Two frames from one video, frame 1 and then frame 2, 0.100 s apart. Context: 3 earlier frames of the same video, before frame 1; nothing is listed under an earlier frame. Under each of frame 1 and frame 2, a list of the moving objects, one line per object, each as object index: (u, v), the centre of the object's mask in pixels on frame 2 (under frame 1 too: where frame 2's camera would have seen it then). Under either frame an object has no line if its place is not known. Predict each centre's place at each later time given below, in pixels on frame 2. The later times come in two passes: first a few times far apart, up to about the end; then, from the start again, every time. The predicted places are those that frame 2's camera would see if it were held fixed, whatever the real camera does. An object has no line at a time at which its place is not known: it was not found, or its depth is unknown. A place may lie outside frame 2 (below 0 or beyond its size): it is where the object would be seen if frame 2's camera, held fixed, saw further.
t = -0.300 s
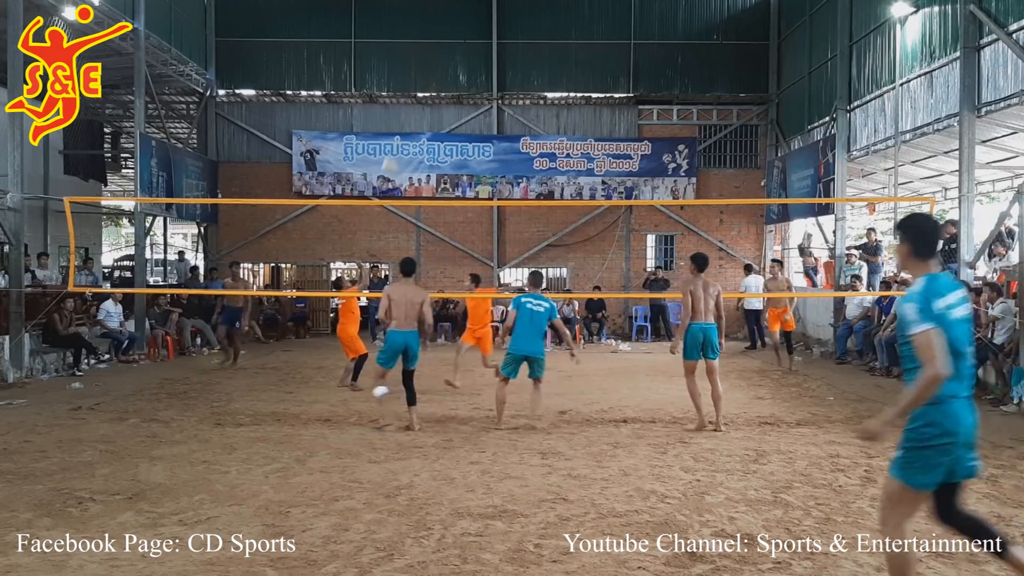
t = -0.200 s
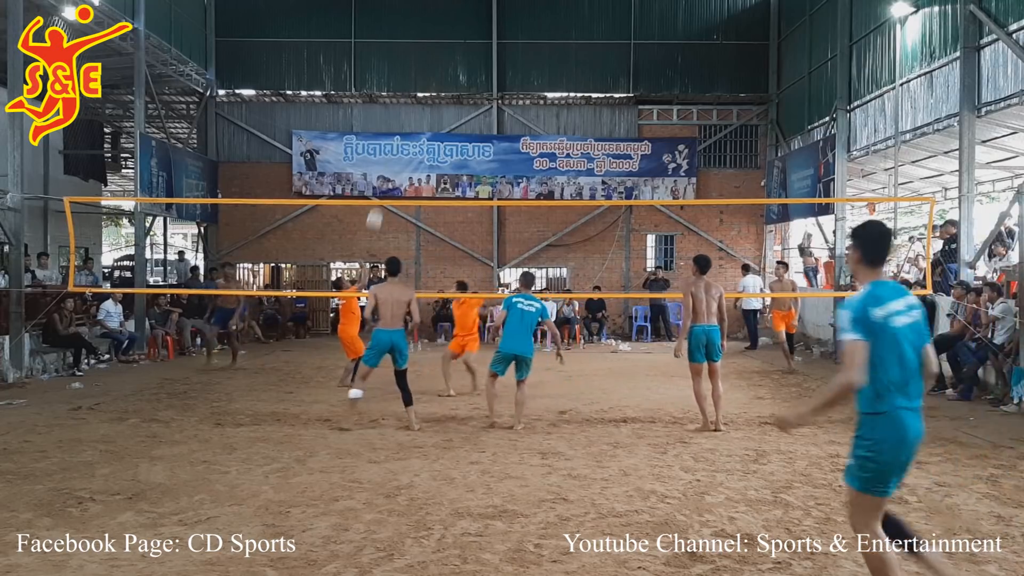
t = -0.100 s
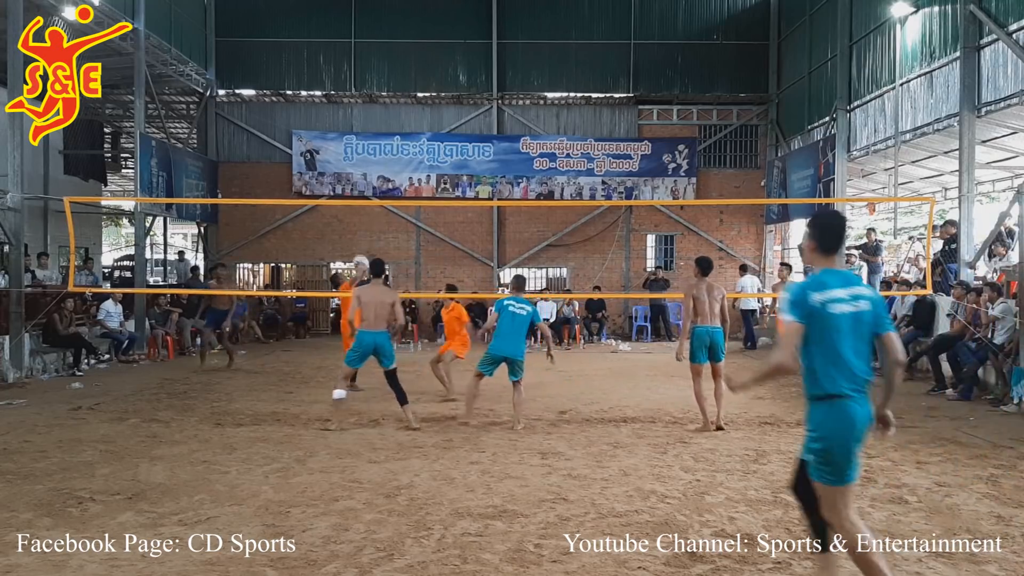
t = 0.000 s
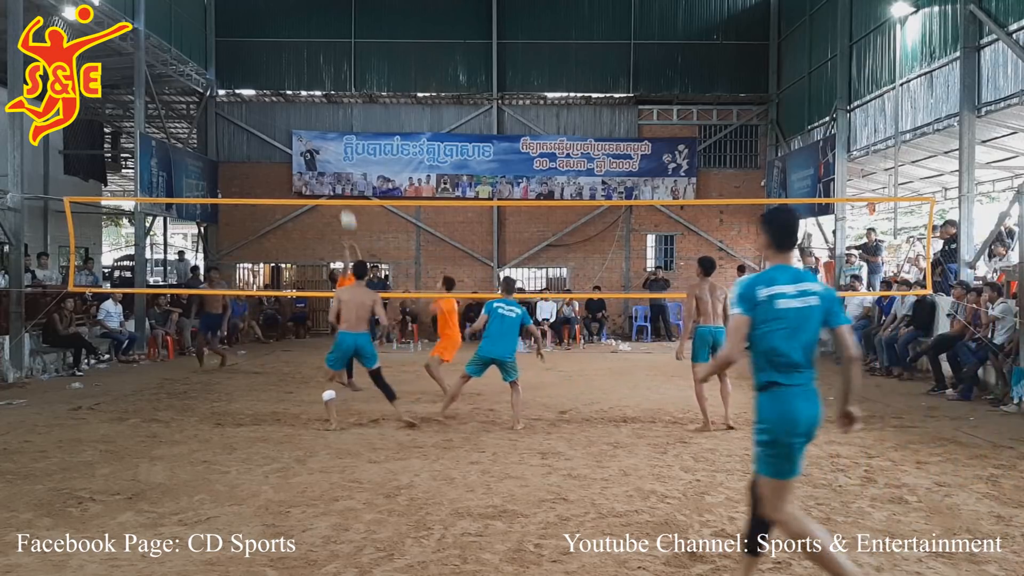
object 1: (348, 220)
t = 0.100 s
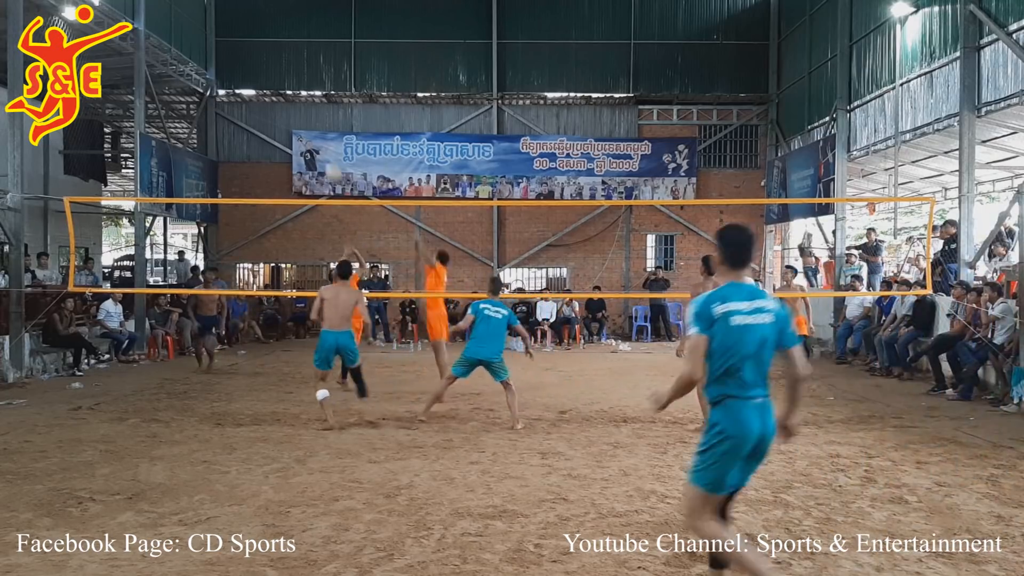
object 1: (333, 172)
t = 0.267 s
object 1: (308, 108)
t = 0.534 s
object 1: (266, 45)
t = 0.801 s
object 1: (222, 33)
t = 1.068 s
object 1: (177, 77)
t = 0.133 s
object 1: (328, 160)
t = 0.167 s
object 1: (323, 145)
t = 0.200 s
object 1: (318, 131)
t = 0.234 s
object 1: (313, 119)
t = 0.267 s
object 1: (308, 108)
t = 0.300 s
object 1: (303, 98)
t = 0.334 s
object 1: (297, 87)
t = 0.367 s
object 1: (293, 79)
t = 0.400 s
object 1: (287, 70)
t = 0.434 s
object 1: (282, 63)
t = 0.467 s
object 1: (277, 56)
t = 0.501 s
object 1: (271, 50)
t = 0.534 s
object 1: (266, 45)
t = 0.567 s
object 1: (261, 41)
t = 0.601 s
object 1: (255, 37)
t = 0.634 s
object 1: (250, 34)
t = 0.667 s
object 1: (245, 33)
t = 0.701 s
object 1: (239, 32)
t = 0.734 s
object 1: (234, 31)
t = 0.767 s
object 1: (228, 32)
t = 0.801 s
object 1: (222, 33)
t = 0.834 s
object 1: (216, 35)
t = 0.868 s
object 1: (211, 38)
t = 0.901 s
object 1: (205, 43)
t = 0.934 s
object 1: (200, 47)
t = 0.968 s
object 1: (194, 53)
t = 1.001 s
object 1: (188, 60)
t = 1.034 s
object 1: (183, 67)
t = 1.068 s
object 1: (177, 77)
